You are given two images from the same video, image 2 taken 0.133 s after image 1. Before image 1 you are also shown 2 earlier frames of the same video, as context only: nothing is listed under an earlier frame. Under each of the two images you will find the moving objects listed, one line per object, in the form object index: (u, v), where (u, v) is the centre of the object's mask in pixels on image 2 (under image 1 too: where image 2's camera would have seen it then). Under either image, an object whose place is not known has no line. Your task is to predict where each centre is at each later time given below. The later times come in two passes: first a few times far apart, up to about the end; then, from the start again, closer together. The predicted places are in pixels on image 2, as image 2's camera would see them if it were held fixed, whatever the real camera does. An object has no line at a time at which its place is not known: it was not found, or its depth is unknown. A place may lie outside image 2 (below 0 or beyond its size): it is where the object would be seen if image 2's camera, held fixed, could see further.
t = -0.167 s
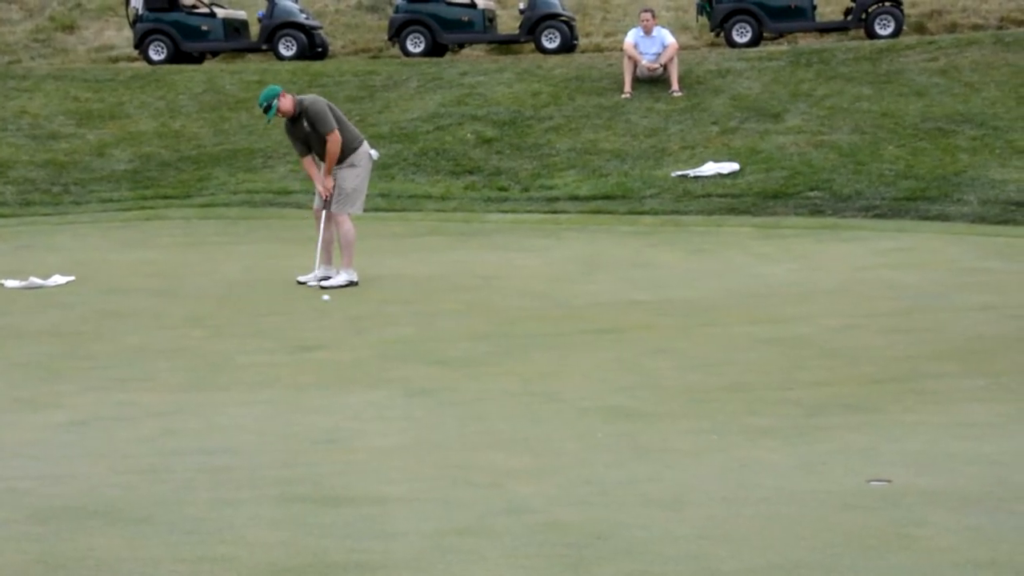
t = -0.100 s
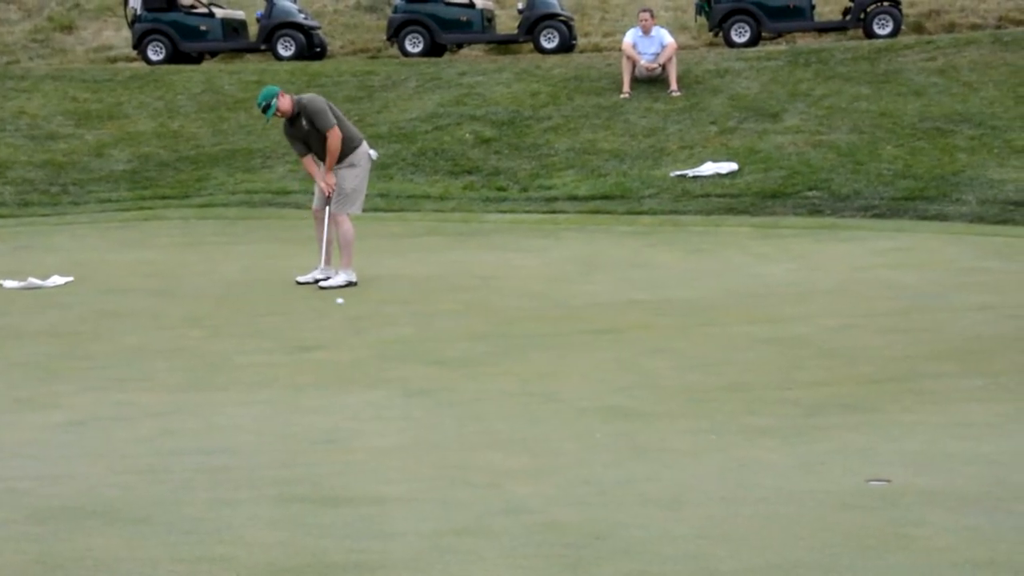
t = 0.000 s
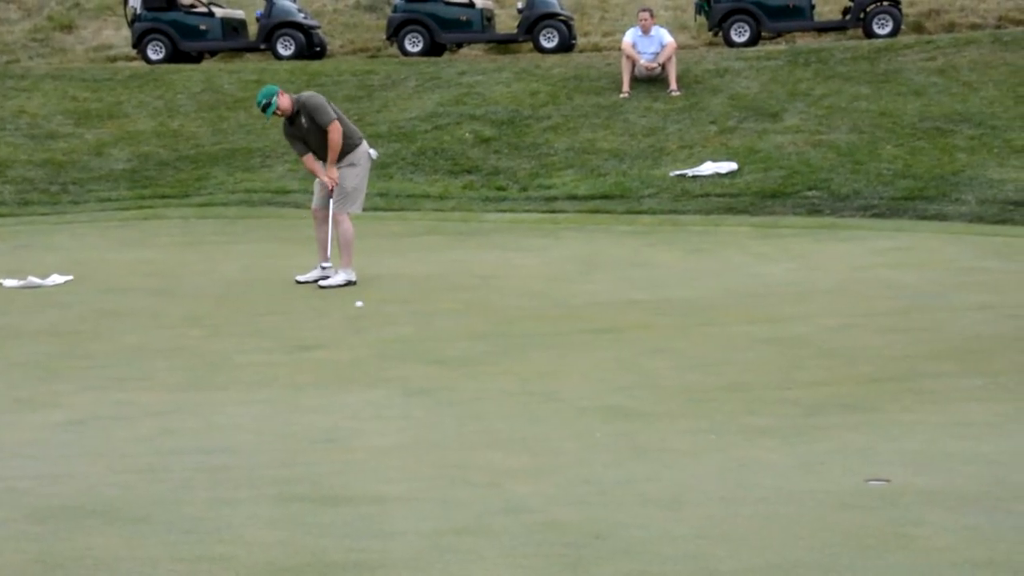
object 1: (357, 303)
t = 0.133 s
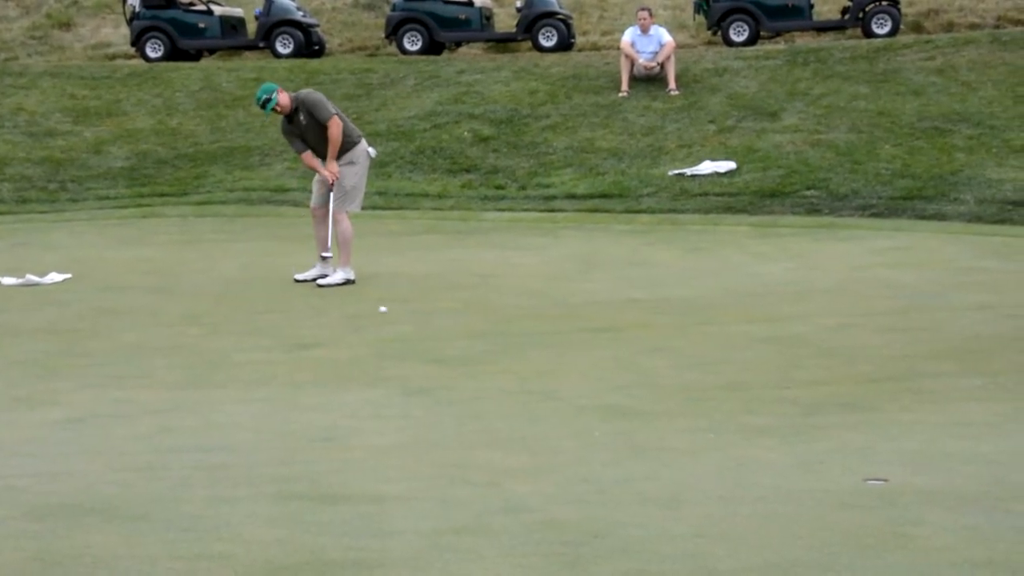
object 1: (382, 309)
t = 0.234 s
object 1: (401, 313)
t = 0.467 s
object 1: (445, 325)
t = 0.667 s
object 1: (482, 335)
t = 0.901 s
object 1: (523, 345)
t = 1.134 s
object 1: (564, 357)
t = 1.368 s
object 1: (602, 368)
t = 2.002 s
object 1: (701, 399)
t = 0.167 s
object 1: (388, 311)
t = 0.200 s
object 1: (395, 312)
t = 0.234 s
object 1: (401, 313)
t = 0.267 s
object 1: (407, 314)
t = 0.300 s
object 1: (414, 317)
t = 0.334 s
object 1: (420, 317)
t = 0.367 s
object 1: (426, 320)
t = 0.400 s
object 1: (432, 321)
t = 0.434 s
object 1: (438, 323)
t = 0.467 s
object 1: (445, 325)
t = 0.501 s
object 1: (451, 326)
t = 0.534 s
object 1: (457, 328)
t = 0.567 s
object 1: (463, 329)
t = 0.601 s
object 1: (470, 332)
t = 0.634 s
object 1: (475, 333)
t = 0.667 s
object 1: (482, 335)
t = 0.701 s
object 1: (488, 336)
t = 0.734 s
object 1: (494, 337)
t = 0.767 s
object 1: (500, 339)
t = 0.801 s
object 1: (506, 341)
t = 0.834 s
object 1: (512, 342)
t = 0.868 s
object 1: (518, 344)
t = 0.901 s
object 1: (523, 345)
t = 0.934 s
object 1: (529, 347)
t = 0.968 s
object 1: (535, 349)
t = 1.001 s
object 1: (541, 350)
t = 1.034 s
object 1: (547, 352)
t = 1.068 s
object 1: (553, 354)
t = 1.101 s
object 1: (558, 355)
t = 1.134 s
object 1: (564, 357)
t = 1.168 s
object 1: (570, 358)
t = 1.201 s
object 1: (575, 360)
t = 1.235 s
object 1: (581, 362)
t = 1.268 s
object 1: (587, 363)
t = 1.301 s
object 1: (592, 365)
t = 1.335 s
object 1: (597, 366)
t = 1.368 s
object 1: (602, 368)
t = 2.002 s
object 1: (701, 399)
